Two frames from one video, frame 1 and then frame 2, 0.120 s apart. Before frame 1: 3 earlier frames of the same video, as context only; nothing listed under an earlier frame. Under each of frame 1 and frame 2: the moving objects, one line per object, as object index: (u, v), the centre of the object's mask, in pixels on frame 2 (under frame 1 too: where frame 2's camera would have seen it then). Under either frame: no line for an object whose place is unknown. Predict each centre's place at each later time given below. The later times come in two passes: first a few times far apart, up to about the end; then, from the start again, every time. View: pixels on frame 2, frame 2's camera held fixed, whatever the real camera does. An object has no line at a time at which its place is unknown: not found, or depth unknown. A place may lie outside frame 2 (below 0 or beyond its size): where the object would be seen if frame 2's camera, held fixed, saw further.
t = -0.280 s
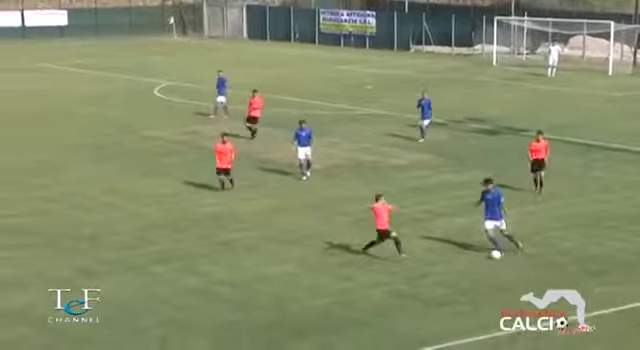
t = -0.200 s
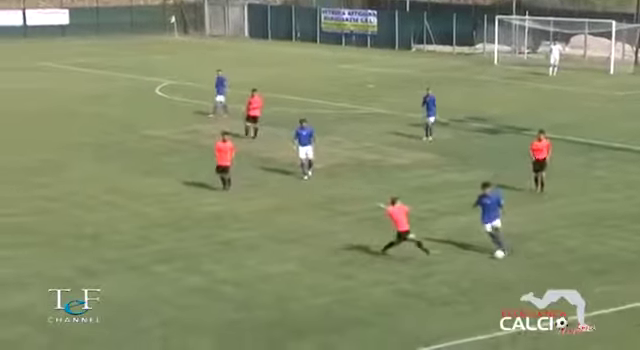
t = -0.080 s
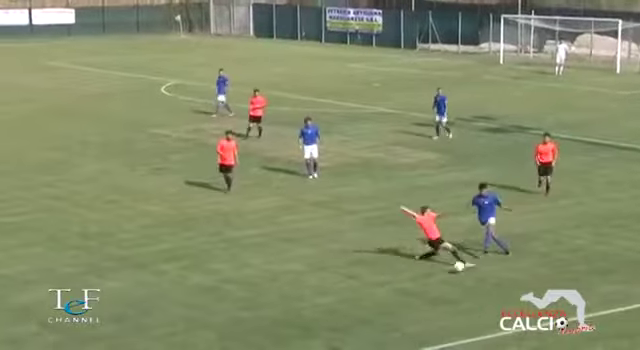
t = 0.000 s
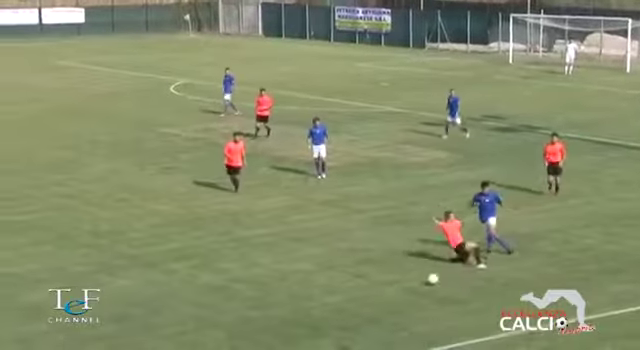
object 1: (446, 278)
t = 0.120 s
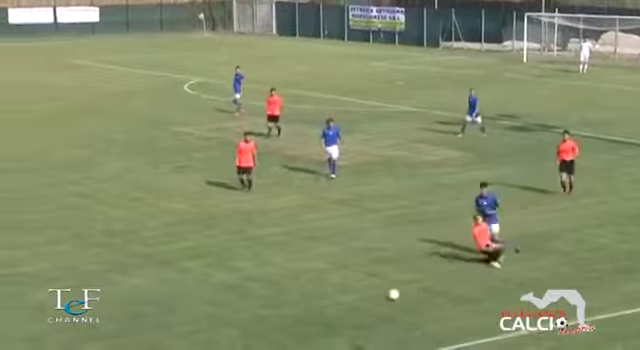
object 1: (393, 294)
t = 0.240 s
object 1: (342, 311)
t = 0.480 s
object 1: (243, 339)
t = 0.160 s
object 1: (377, 300)
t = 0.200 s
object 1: (358, 306)
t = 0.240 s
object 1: (342, 311)
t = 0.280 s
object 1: (324, 316)
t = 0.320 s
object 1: (309, 321)
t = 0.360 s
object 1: (292, 326)
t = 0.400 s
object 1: (275, 330)
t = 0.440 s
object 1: (259, 334)
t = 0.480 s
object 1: (243, 339)
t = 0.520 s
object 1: (227, 344)
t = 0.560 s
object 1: (210, 351)
